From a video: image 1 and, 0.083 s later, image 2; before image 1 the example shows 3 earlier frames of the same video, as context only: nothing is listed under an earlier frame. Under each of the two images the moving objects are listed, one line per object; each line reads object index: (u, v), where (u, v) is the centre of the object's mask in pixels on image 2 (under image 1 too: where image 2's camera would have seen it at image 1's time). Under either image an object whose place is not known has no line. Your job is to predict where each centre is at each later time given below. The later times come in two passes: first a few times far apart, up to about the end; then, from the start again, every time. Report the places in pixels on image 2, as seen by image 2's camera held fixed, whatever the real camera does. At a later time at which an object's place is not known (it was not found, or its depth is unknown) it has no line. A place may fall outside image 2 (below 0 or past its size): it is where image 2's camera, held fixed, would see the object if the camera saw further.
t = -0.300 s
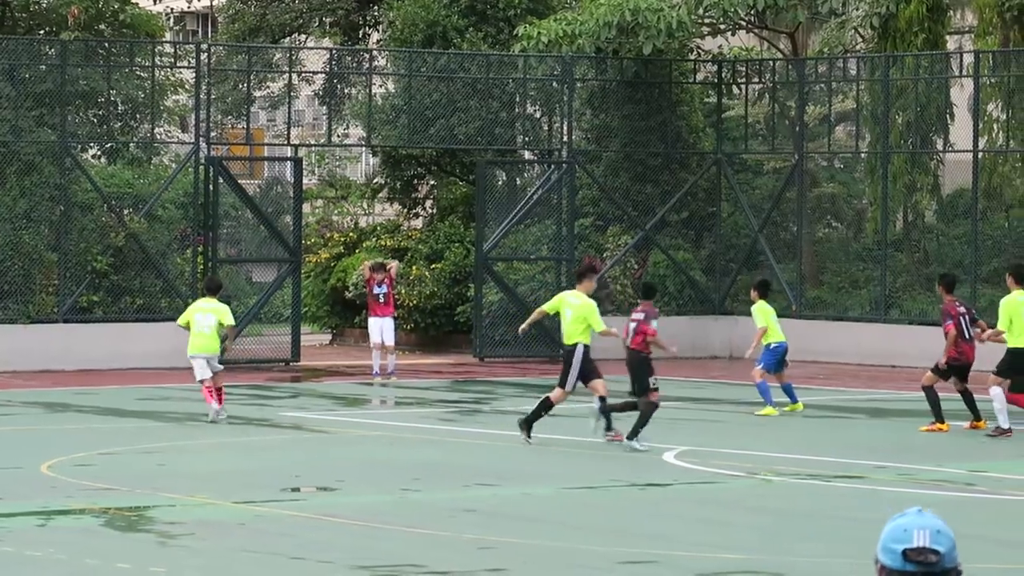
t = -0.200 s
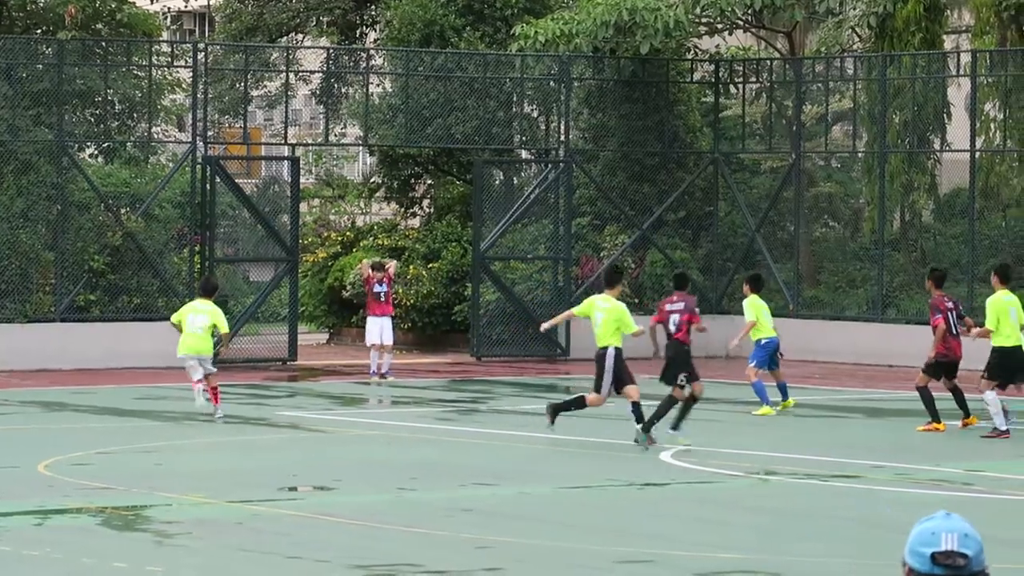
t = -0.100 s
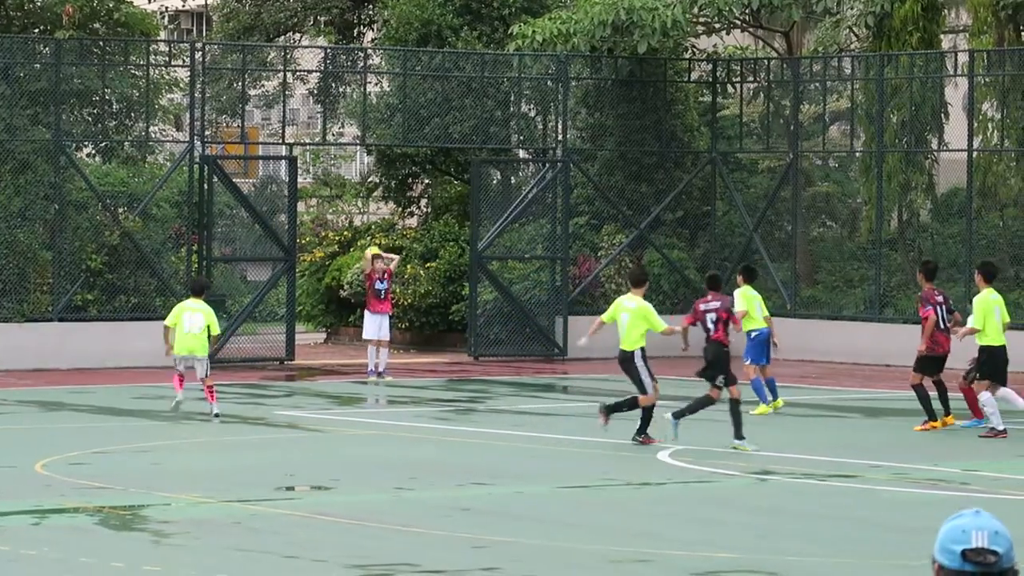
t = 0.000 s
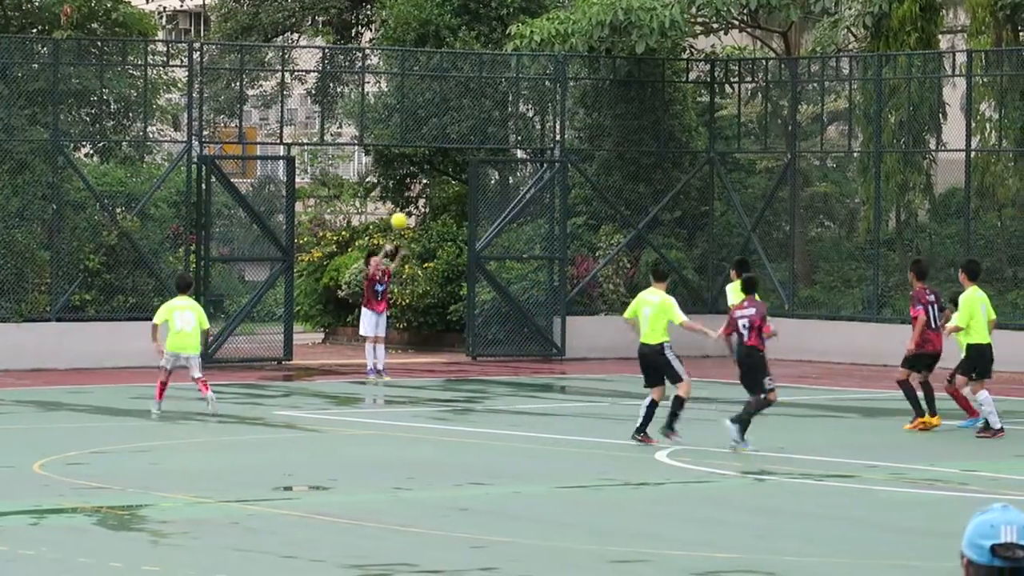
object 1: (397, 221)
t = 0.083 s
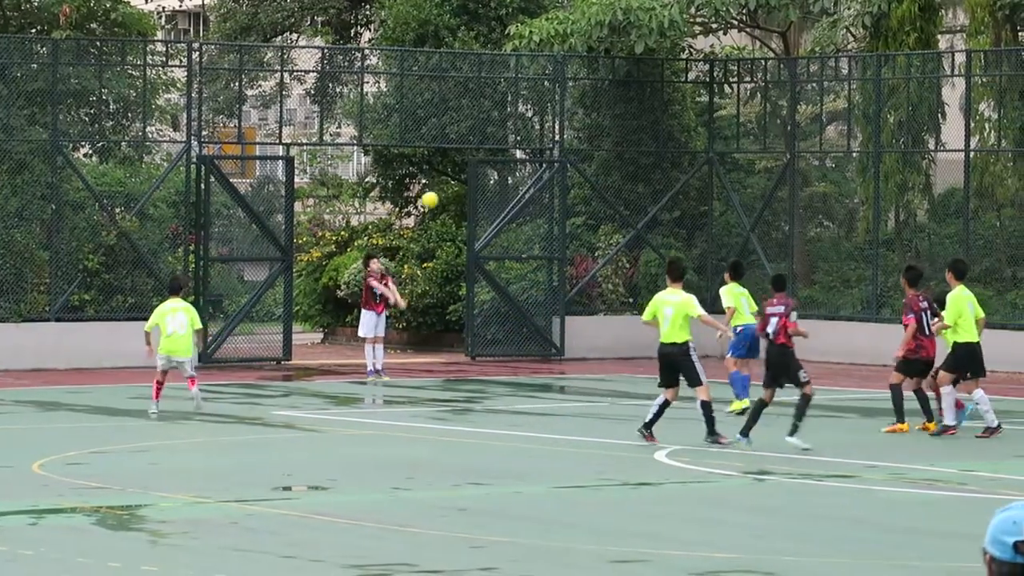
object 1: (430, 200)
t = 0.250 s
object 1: (496, 174)
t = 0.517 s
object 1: (607, 178)
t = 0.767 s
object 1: (713, 232)
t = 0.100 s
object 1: (435, 197)
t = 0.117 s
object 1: (442, 194)
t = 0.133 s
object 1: (449, 190)
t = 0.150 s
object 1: (456, 188)
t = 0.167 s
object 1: (462, 185)
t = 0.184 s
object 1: (469, 182)
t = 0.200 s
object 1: (476, 180)
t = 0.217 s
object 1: (482, 178)
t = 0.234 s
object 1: (489, 176)
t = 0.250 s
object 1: (496, 174)
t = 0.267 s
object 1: (502, 173)
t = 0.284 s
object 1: (509, 171)
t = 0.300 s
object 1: (516, 170)
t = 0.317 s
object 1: (523, 170)
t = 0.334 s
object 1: (530, 169)
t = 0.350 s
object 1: (536, 169)
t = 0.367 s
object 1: (543, 169)
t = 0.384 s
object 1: (550, 169)
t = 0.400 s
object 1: (557, 169)
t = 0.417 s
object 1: (564, 170)
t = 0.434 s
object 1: (571, 171)
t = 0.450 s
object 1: (578, 172)
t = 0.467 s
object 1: (585, 173)
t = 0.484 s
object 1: (592, 174)
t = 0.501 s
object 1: (599, 176)
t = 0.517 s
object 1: (607, 178)
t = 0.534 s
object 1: (614, 179)
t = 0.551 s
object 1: (621, 182)
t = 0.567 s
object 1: (628, 184)
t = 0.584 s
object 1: (635, 187)
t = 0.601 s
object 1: (642, 190)
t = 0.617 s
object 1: (649, 193)
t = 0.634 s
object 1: (656, 196)
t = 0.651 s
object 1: (663, 200)
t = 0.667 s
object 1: (670, 203)
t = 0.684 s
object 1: (677, 207)
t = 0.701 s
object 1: (684, 212)
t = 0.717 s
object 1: (691, 216)
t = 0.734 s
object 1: (699, 221)
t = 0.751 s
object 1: (706, 226)
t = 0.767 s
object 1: (713, 232)
